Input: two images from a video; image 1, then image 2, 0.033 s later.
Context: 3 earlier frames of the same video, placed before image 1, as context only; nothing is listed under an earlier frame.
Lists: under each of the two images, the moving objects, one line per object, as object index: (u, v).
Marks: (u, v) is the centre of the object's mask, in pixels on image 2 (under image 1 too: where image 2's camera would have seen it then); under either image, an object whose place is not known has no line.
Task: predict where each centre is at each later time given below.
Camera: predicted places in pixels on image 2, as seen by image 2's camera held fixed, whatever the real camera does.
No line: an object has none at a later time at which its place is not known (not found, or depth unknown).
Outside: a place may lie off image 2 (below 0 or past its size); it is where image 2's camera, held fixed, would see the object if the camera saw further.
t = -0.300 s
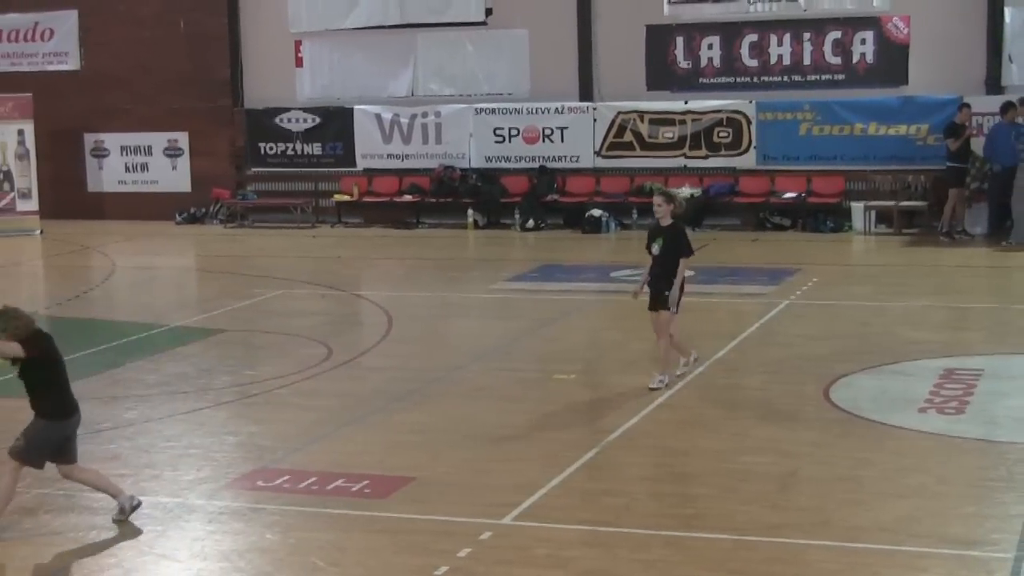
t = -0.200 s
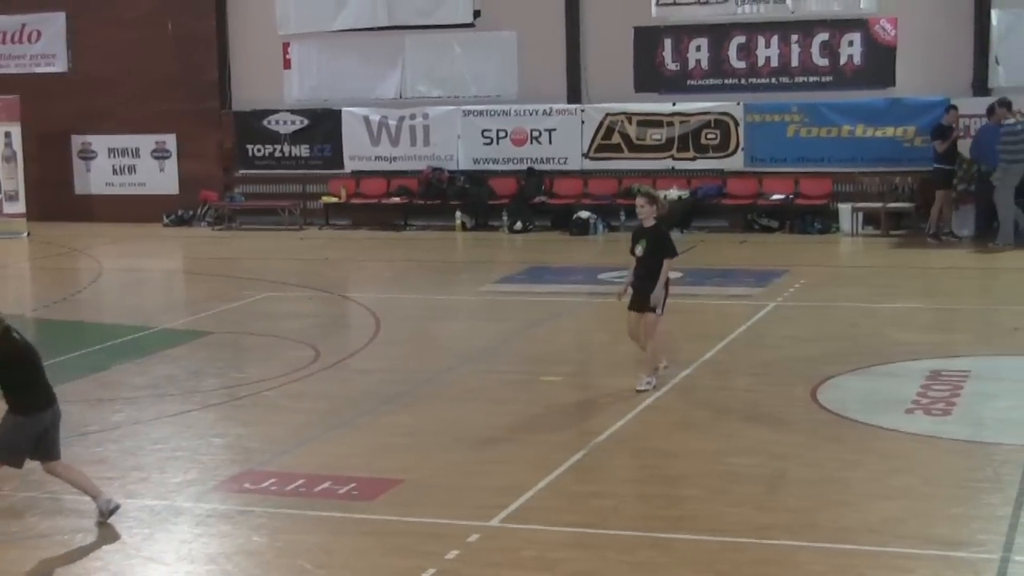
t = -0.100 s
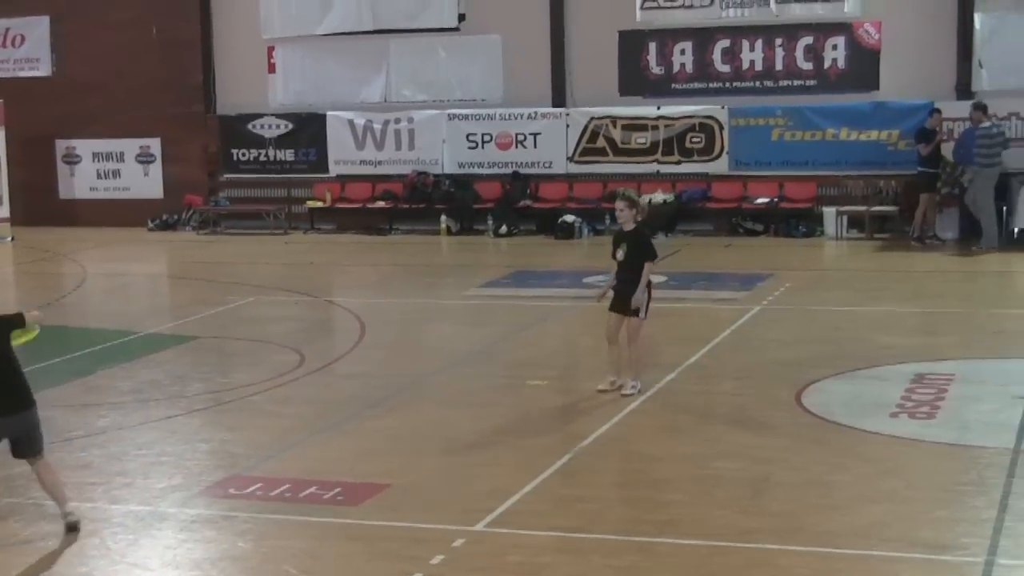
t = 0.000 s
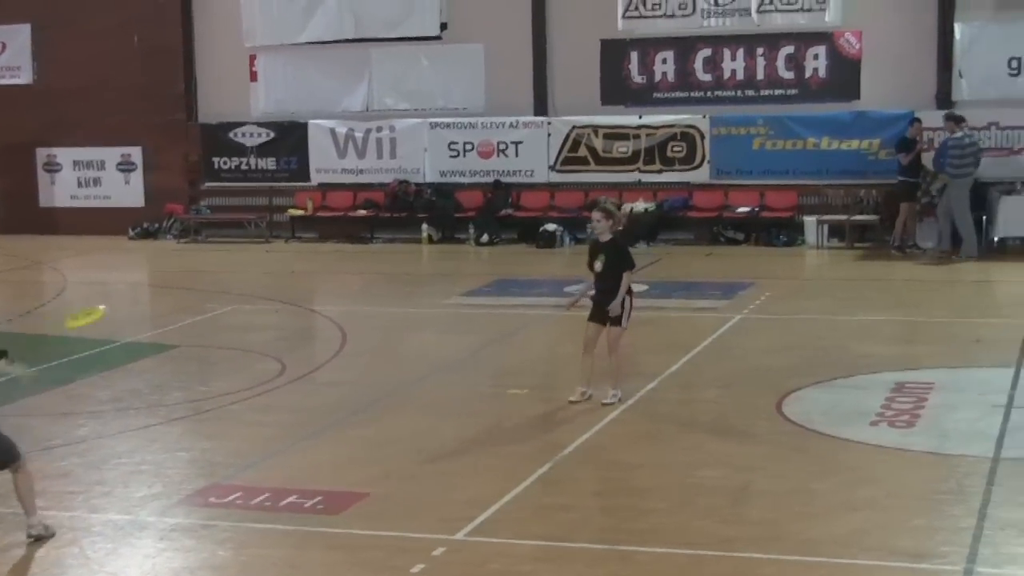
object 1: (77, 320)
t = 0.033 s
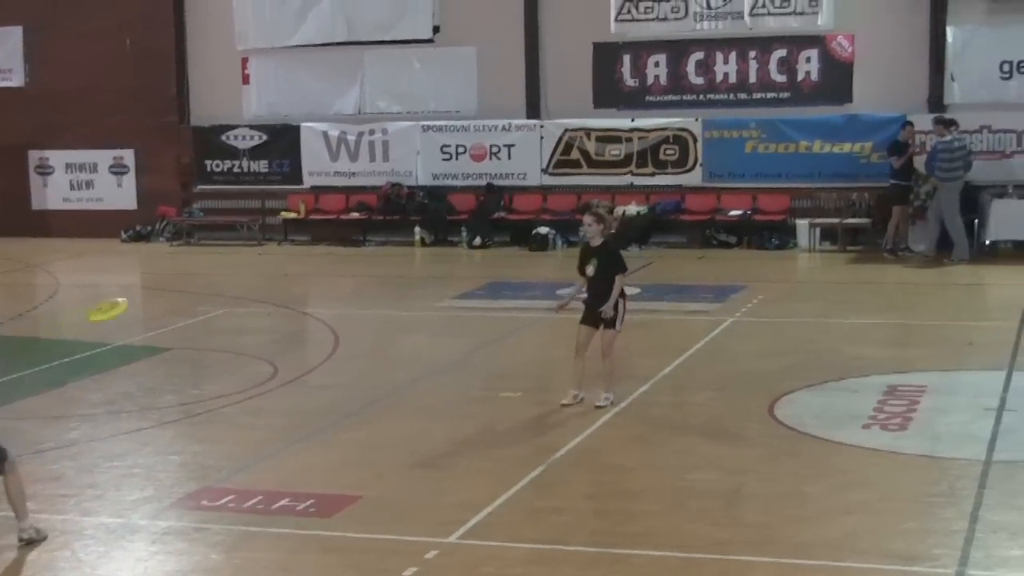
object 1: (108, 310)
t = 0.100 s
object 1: (161, 293)
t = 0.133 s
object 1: (186, 285)
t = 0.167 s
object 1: (208, 278)
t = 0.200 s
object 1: (231, 271)
